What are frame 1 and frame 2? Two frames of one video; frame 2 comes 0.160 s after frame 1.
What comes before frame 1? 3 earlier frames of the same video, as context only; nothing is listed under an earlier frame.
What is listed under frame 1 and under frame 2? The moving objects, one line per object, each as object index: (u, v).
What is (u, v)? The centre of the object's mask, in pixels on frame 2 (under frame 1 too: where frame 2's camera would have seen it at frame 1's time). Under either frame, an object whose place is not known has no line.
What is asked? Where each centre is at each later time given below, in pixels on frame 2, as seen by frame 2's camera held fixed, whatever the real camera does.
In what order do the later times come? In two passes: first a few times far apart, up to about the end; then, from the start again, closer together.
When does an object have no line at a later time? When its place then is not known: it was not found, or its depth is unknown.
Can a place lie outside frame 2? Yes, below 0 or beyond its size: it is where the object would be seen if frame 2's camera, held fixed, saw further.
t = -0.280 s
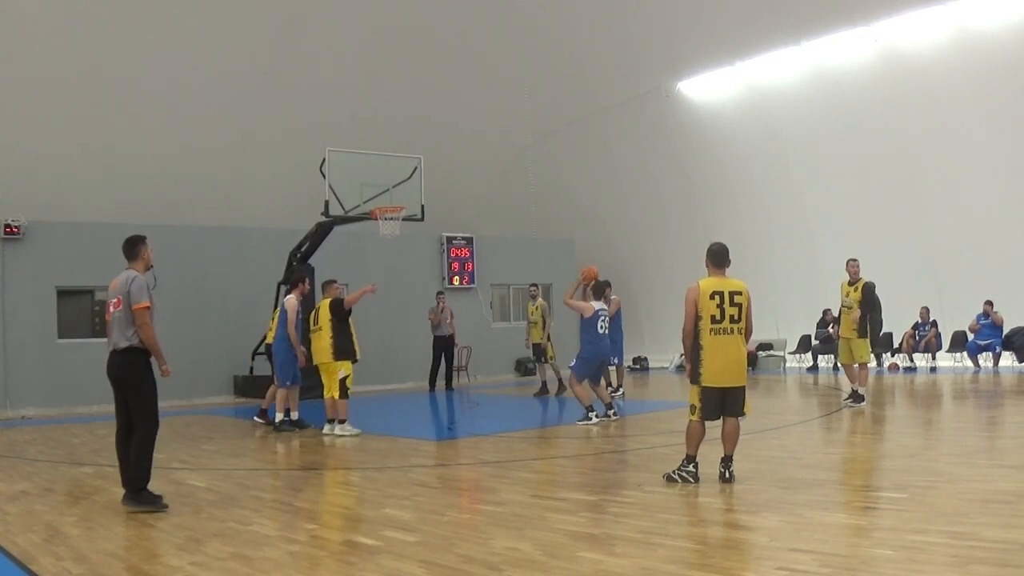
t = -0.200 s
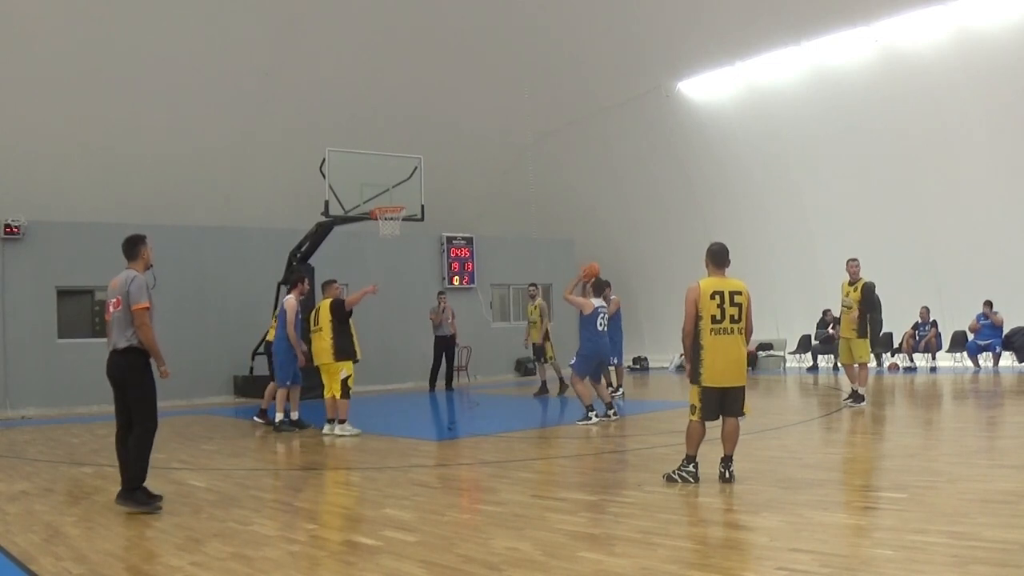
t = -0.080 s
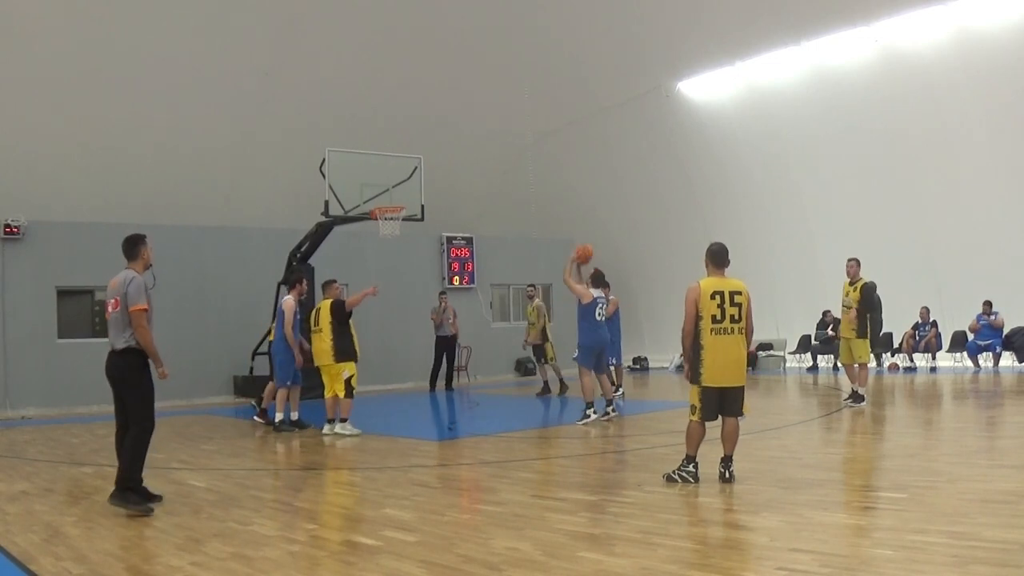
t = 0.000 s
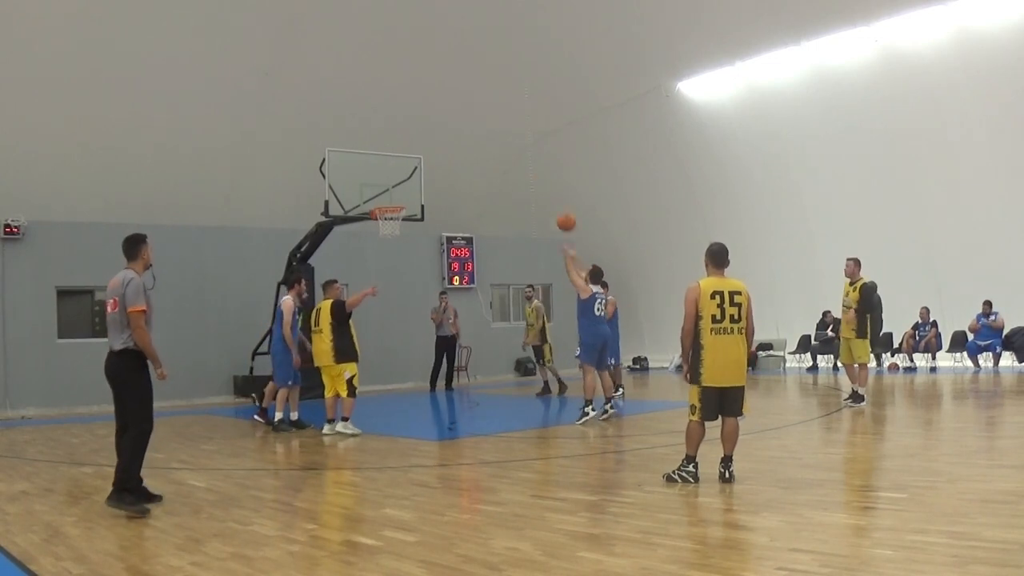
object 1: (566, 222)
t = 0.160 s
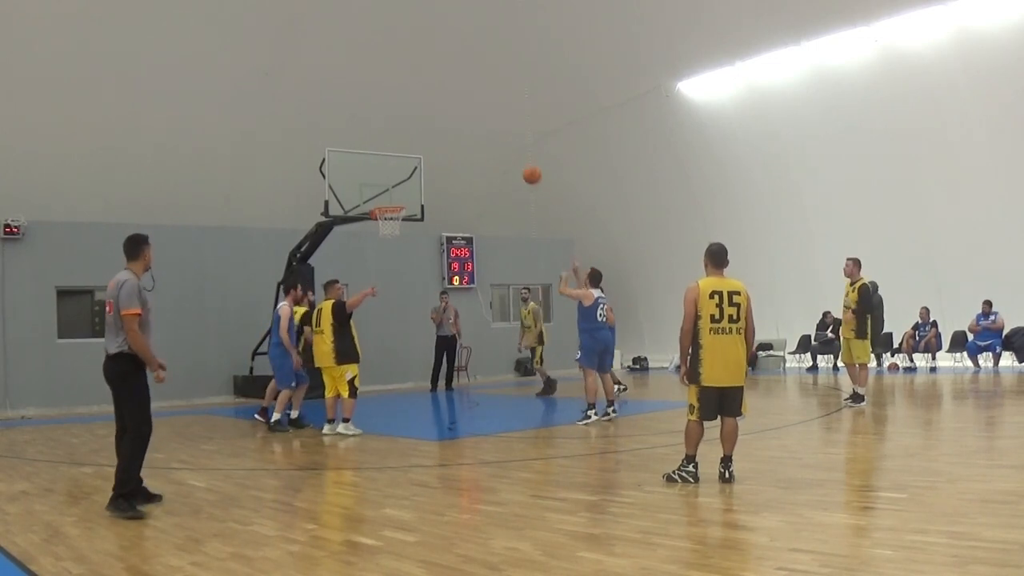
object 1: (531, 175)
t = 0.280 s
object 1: (508, 154)
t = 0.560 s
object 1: (462, 150)
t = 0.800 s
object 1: (429, 187)
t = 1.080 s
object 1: (396, 268)
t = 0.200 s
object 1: (524, 166)
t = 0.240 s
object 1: (516, 160)
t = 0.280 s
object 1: (508, 154)
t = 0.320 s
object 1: (501, 150)
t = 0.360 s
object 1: (494, 148)
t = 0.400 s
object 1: (487, 146)
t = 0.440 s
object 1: (481, 146)
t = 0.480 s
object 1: (474, 146)
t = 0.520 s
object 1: (468, 148)
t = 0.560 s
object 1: (462, 150)
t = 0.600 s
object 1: (456, 154)
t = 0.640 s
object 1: (451, 159)
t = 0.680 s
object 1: (445, 164)
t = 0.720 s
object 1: (440, 171)
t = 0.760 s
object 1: (434, 178)
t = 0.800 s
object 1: (429, 187)
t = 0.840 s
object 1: (424, 196)
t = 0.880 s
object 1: (419, 206)
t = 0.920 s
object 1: (415, 217)
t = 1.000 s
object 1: (405, 241)
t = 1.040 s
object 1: (401, 254)
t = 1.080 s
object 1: (396, 268)
